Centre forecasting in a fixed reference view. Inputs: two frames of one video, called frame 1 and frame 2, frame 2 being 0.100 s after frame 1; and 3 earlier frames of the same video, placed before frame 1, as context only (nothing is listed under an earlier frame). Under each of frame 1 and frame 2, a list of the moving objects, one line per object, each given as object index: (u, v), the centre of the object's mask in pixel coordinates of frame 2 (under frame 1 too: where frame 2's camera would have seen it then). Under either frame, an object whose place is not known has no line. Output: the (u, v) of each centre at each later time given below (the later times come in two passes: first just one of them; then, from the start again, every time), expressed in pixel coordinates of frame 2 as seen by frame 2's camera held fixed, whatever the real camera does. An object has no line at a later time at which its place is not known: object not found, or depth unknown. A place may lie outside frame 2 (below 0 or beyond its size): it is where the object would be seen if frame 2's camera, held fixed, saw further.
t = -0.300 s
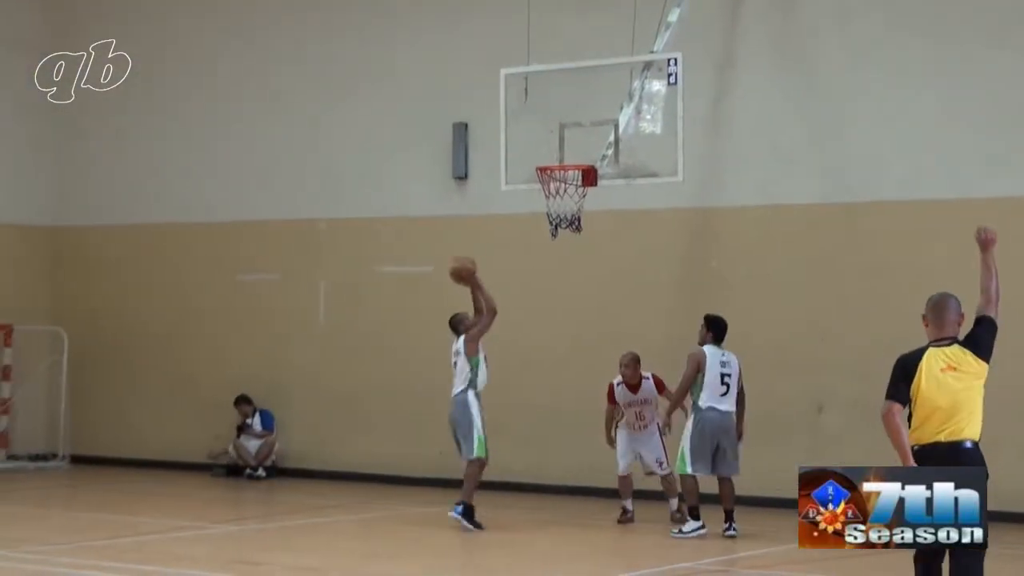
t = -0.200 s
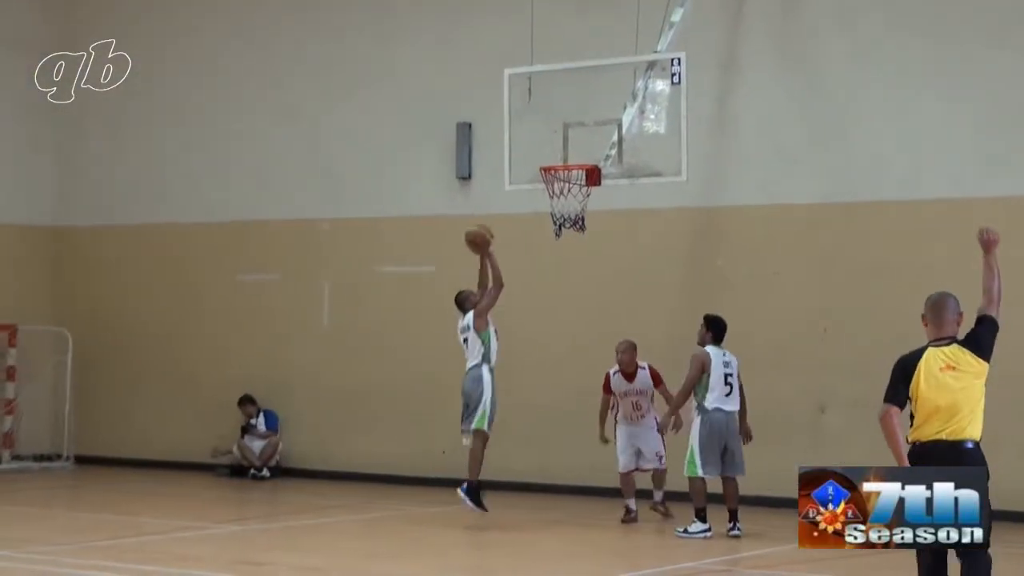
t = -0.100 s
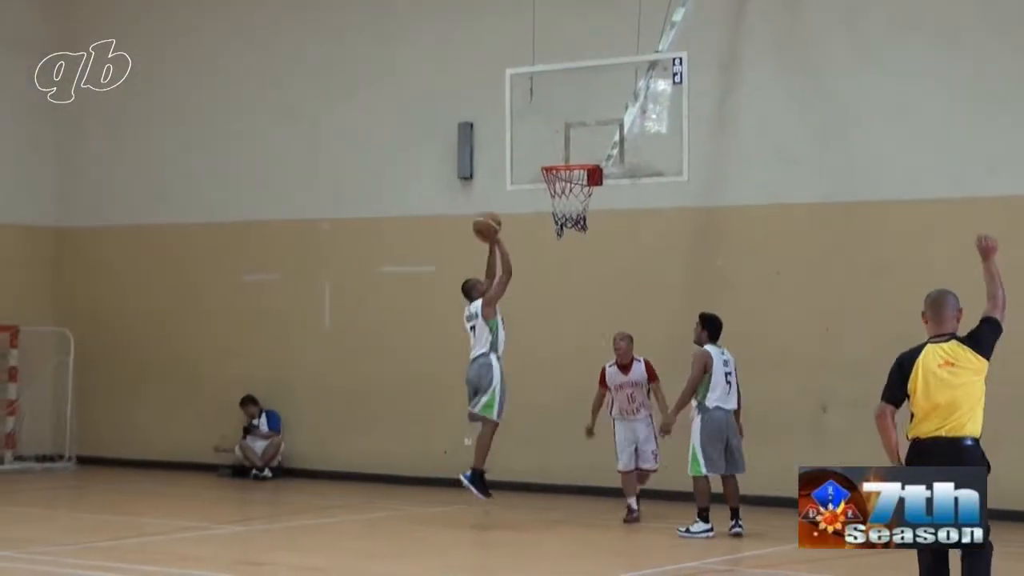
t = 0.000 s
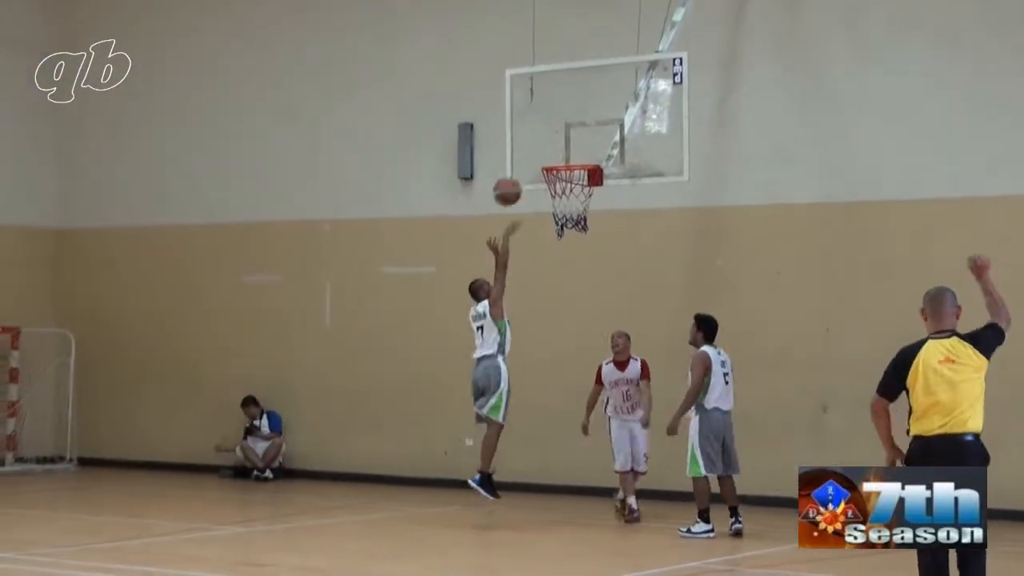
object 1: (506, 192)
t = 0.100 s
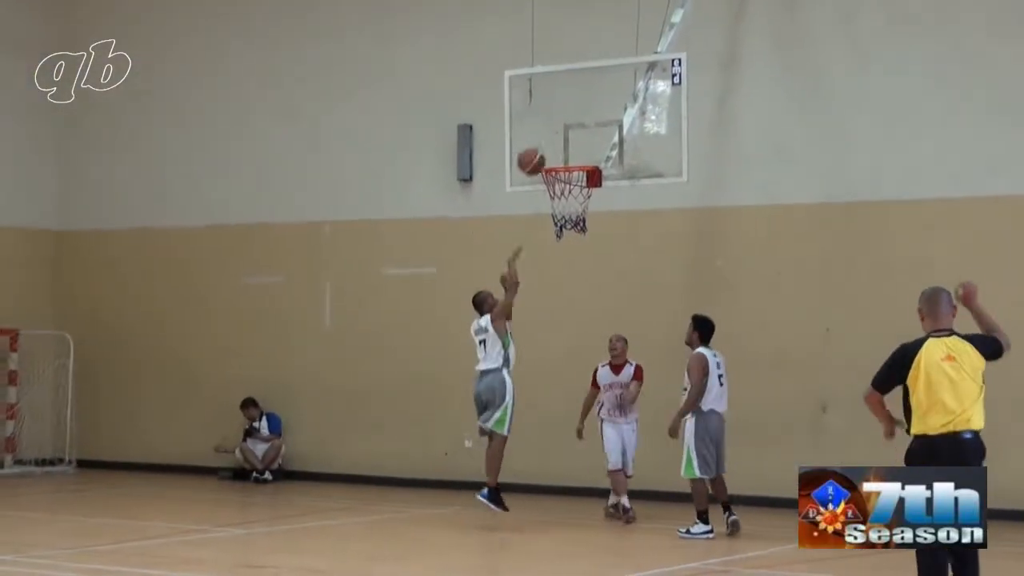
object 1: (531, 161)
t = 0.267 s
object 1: (571, 134)
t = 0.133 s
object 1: (539, 153)
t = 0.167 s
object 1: (547, 147)
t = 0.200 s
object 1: (555, 142)
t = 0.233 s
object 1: (563, 138)
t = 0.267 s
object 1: (571, 134)
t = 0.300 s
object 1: (579, 133)
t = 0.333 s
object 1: (580, 135)
